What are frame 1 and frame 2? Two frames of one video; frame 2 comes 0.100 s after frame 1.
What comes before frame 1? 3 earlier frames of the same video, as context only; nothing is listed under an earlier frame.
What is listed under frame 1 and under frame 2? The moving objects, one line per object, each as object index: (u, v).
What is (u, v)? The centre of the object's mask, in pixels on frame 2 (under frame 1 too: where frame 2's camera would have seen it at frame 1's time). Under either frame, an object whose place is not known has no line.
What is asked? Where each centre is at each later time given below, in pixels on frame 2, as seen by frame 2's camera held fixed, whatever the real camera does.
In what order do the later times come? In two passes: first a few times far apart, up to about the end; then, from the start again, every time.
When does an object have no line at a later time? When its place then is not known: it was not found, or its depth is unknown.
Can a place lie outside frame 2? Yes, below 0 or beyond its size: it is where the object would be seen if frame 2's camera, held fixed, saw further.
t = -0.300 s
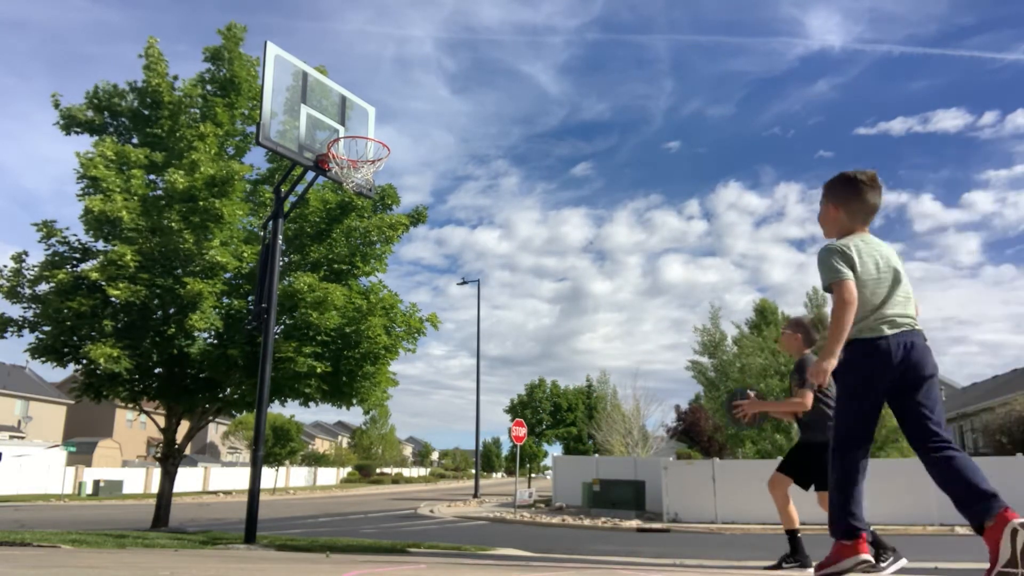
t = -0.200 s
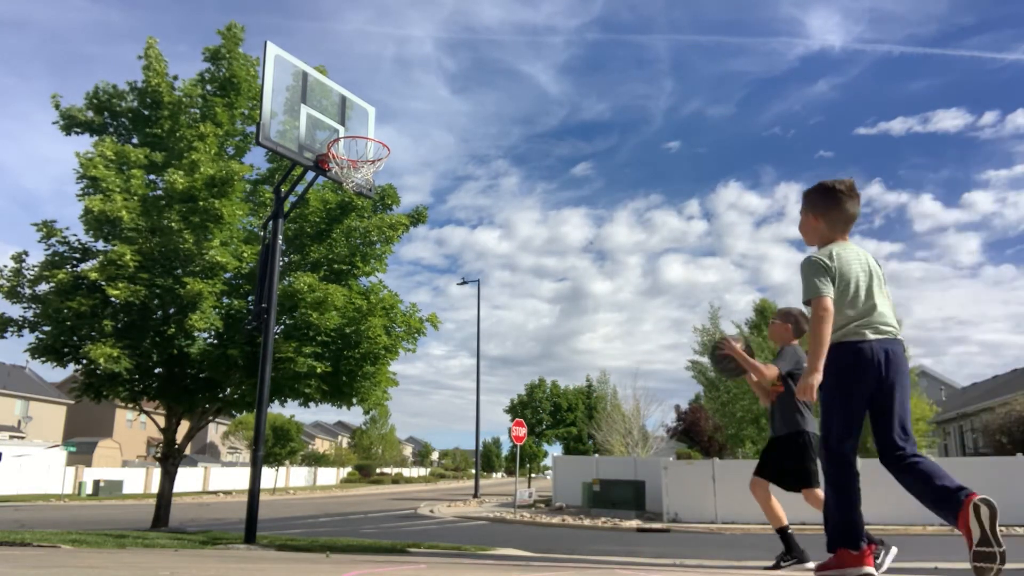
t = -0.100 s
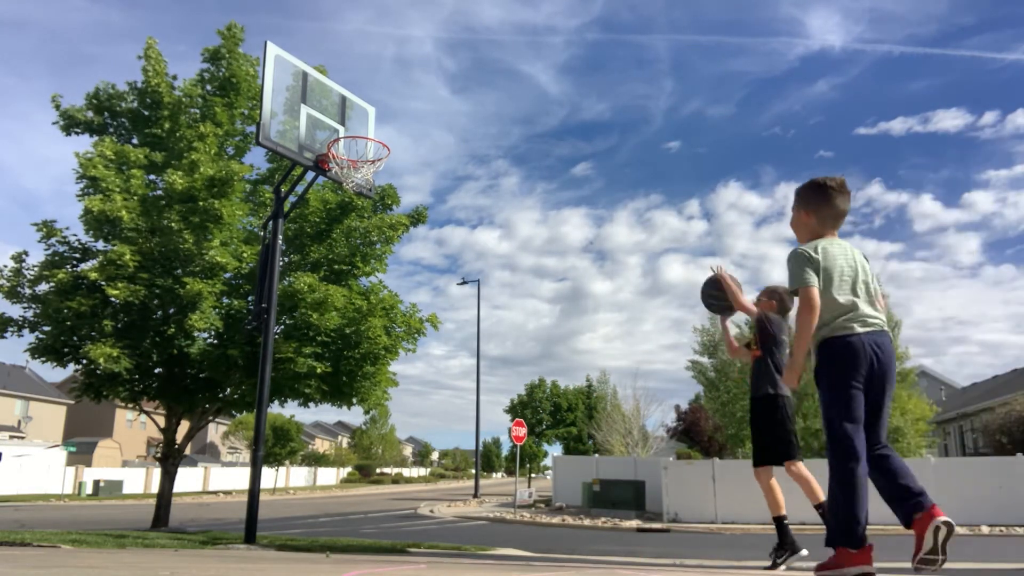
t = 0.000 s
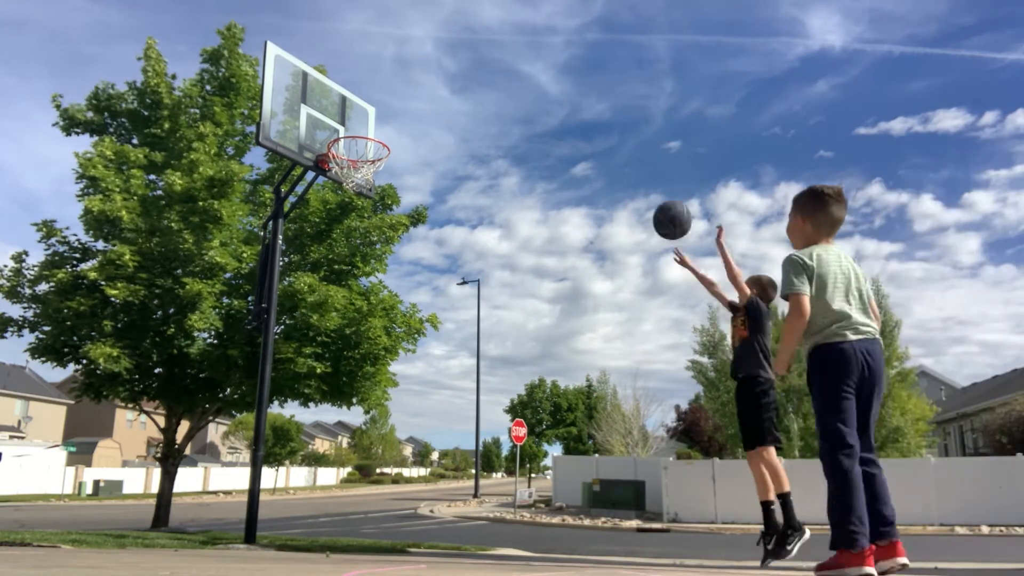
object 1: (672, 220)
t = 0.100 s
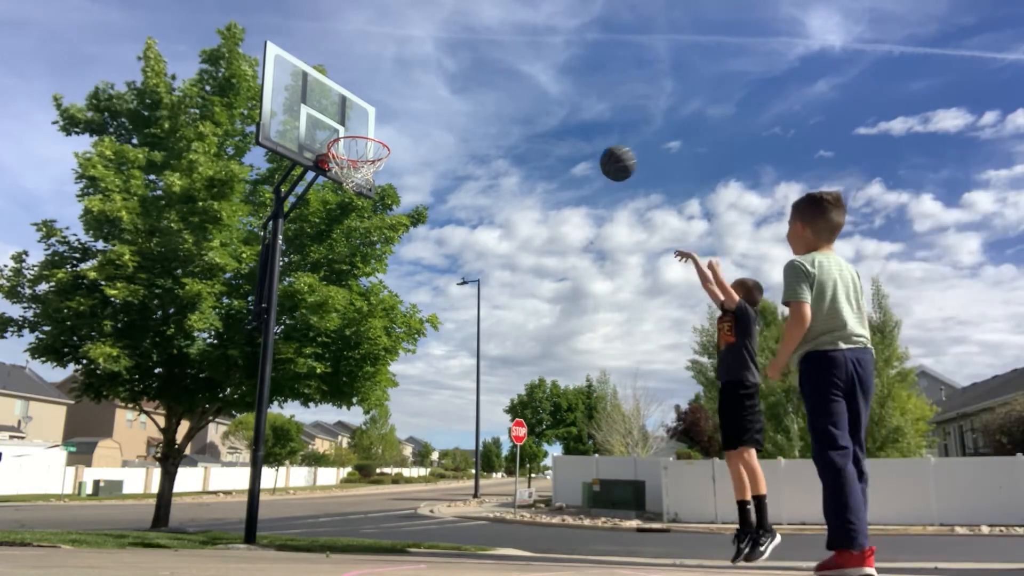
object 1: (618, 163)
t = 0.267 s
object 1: (541, 111)
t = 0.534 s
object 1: (439, 107)
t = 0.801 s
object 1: (365, 145)
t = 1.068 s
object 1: (365, 146)
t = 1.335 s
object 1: (373, 167)
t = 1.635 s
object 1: (347, 189)
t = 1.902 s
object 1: (319, 275)
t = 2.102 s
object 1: (291, 398)
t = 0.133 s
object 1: (602, 149)
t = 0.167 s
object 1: (586, 136)
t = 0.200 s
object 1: (570, 126)
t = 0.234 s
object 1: (555, 117)
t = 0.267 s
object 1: (541, 111)
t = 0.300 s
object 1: (527, 105)
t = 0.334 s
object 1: (513, 102)
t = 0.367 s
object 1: (501, 99)
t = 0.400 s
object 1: (488, 99)
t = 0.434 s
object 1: (475, 99)
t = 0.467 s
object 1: (463, 101)
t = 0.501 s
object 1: (451, 103)
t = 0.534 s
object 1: (439, 107)
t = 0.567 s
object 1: (427, 112)
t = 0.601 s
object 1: (416, 118)
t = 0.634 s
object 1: (404, 126)
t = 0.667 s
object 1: (394, 134)
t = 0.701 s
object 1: (384, 142)
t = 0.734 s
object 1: (377, 144)
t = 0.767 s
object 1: (370, 146)
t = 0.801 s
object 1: (365, 145)
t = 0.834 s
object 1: (360, 145)
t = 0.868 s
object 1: (355, 146)
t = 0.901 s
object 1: (351, 147)
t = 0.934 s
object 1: (352, 146)
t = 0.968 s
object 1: (356, 145)
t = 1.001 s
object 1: (360, 146)
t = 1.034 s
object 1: (363, 145)
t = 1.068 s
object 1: (365, 146)
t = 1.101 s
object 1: (368, 147)
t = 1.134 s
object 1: (368, 146)
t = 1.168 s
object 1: (369, 147)
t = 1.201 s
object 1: (371, 150)
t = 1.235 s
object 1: (372, 153)
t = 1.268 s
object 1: (373, 156)
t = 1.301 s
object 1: (373, 162)
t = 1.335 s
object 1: (373, 167)
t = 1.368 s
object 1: (373, 169)
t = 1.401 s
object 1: (371, 171)
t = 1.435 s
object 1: (368, 171)
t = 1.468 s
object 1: (365, 173)
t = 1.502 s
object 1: (363, 180)
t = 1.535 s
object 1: (360, 180)
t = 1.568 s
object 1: (356, 180)
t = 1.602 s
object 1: (351, 182)
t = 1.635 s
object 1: (347, 189)
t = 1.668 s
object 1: (344, 194)
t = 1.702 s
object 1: (340, 202)
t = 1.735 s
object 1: (337, 210)
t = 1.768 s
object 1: (333, 221)
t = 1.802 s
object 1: (329, 232)
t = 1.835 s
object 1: (326, 245)
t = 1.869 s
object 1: (322, 260)
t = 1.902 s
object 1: (319, 275)
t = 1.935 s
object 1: (314, 292)
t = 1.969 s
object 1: (310, 310)
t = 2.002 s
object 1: (305, 329)
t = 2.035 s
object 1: (301, 351)
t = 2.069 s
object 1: (295, 375)
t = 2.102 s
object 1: (291, 398)
